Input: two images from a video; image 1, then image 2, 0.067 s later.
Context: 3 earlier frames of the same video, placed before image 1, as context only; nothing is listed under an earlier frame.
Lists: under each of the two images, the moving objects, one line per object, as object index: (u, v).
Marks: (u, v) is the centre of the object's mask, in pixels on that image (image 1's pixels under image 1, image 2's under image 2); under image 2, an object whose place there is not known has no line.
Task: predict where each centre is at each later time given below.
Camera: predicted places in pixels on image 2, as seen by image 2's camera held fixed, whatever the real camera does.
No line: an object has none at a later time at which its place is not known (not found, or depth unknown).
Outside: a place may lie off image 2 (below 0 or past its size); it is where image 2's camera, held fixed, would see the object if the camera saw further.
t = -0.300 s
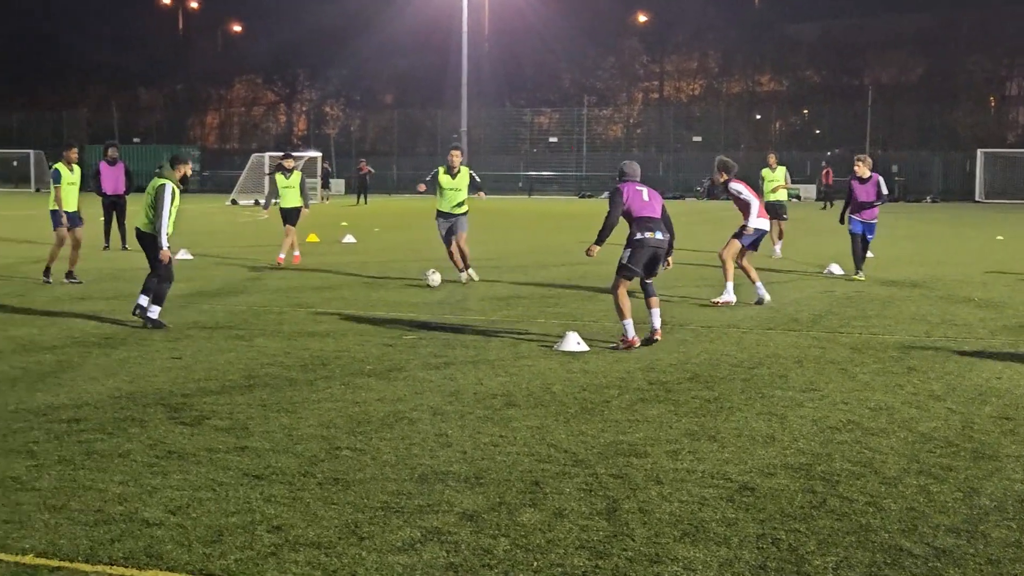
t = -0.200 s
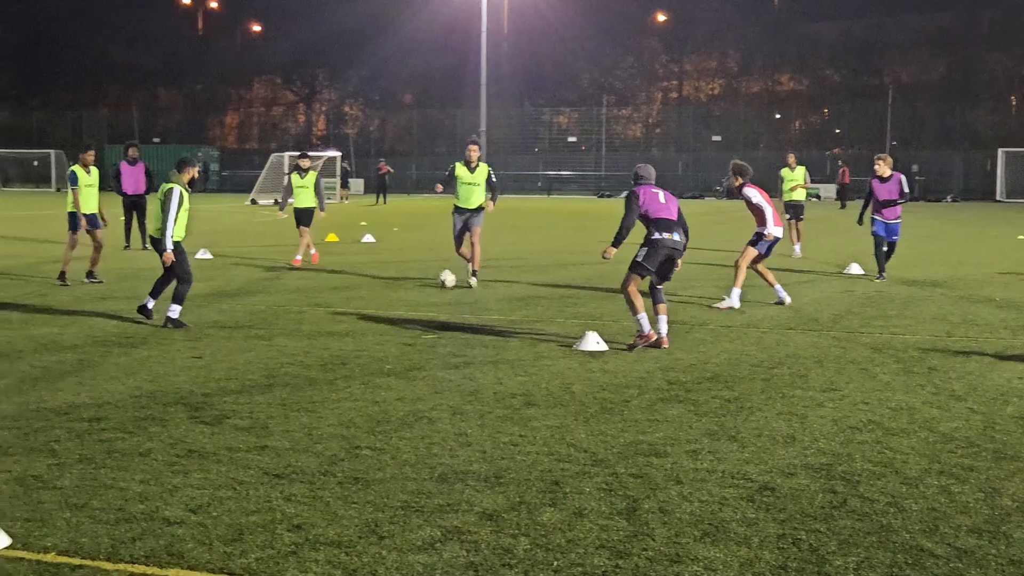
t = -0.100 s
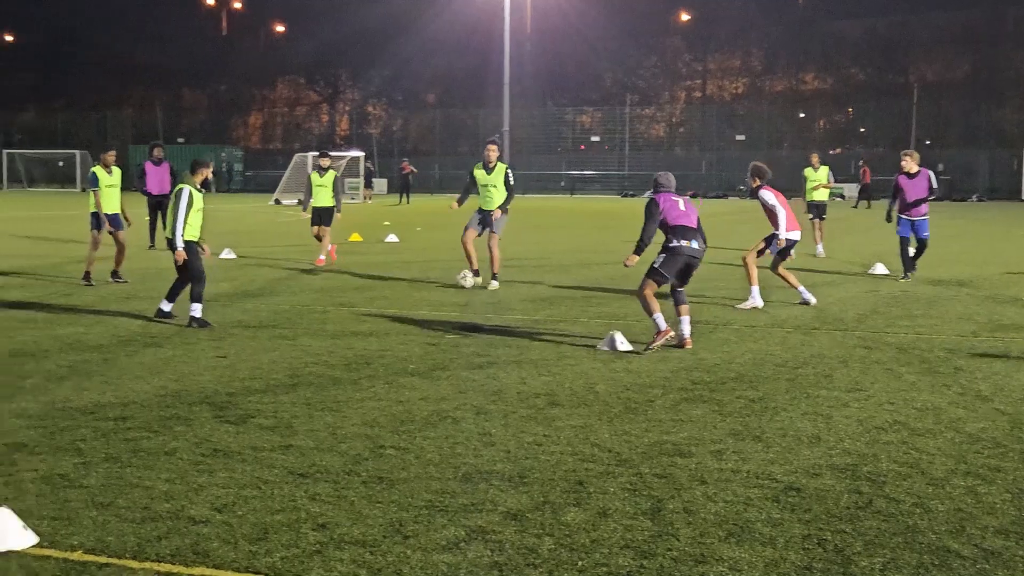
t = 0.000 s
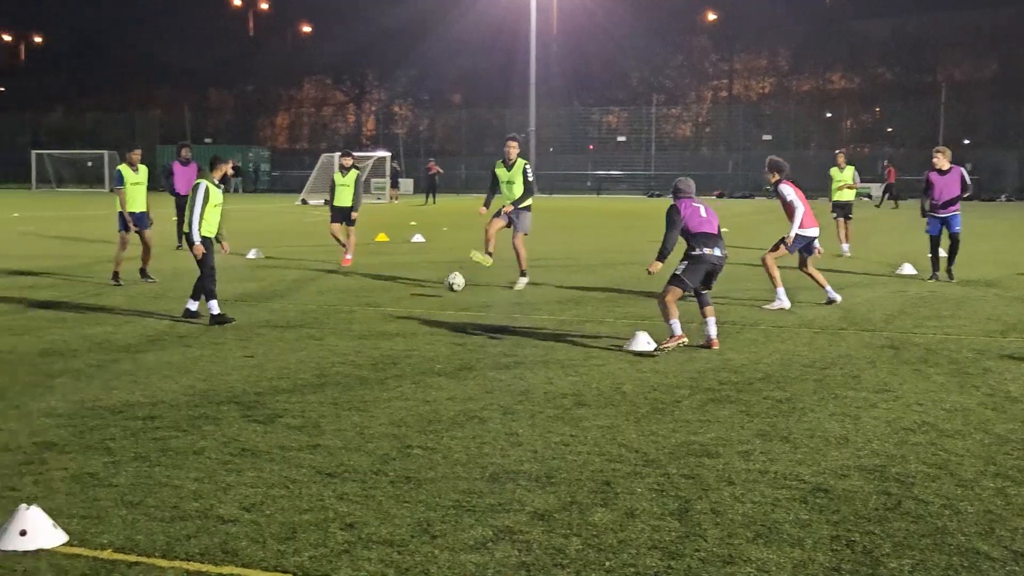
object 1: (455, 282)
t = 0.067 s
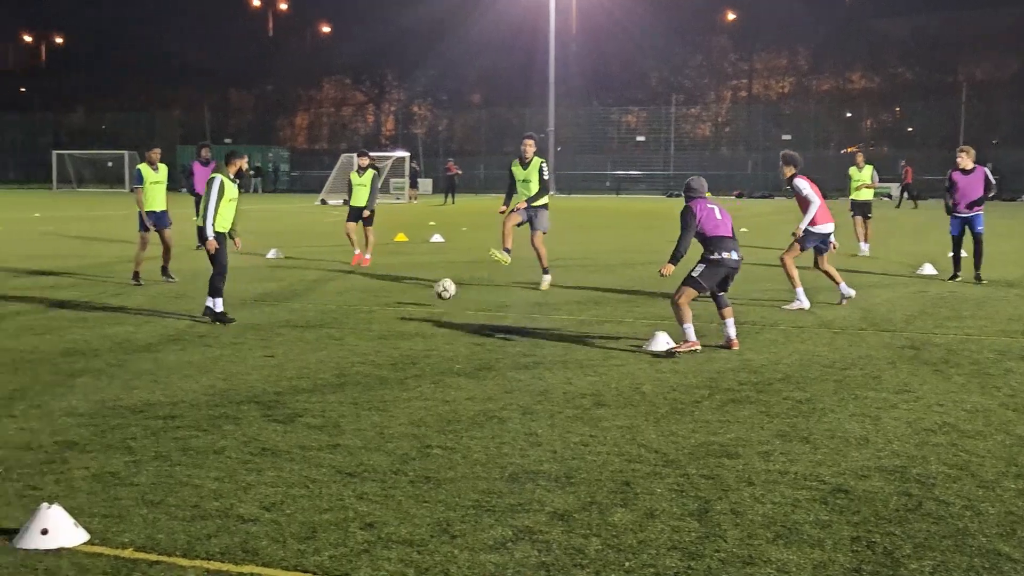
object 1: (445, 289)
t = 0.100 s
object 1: (433, 293)
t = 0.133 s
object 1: (418, 301)
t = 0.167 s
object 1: (404, 309)
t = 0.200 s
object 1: (390, 315)
